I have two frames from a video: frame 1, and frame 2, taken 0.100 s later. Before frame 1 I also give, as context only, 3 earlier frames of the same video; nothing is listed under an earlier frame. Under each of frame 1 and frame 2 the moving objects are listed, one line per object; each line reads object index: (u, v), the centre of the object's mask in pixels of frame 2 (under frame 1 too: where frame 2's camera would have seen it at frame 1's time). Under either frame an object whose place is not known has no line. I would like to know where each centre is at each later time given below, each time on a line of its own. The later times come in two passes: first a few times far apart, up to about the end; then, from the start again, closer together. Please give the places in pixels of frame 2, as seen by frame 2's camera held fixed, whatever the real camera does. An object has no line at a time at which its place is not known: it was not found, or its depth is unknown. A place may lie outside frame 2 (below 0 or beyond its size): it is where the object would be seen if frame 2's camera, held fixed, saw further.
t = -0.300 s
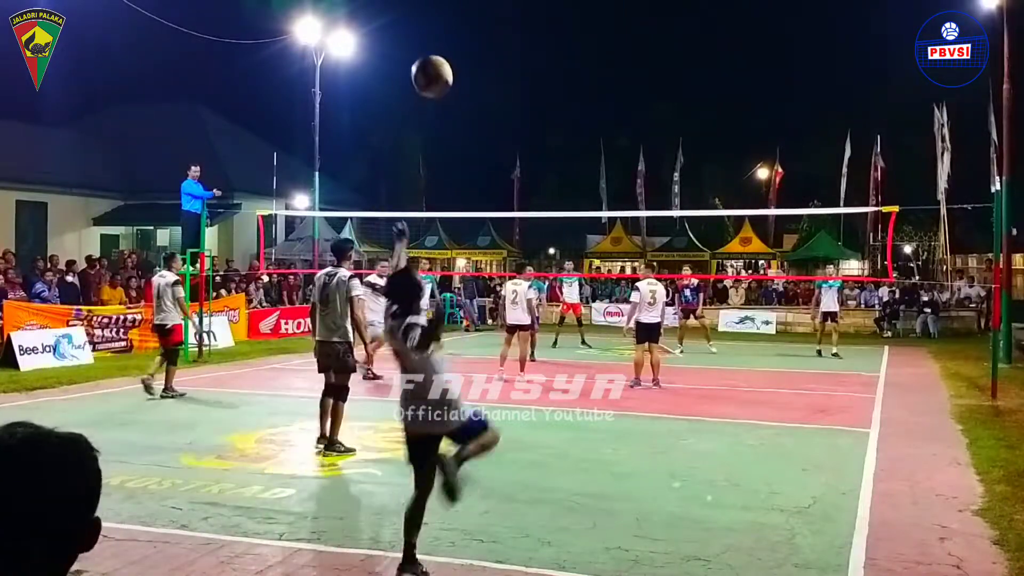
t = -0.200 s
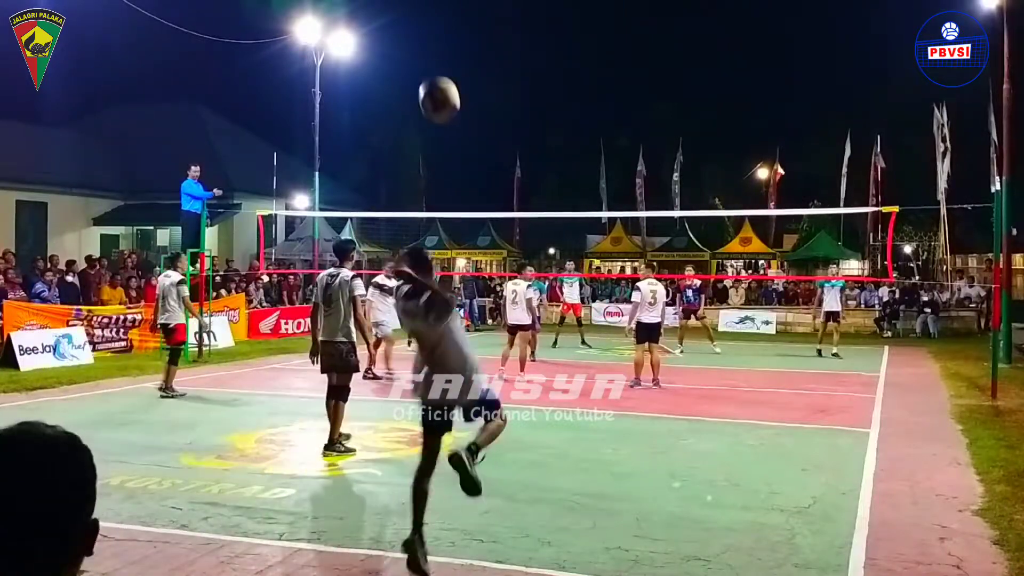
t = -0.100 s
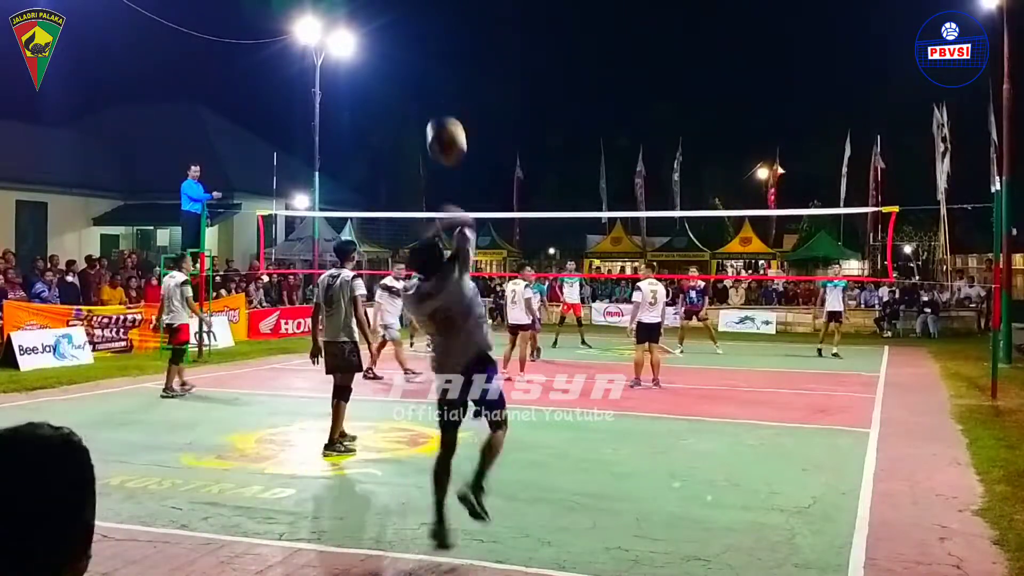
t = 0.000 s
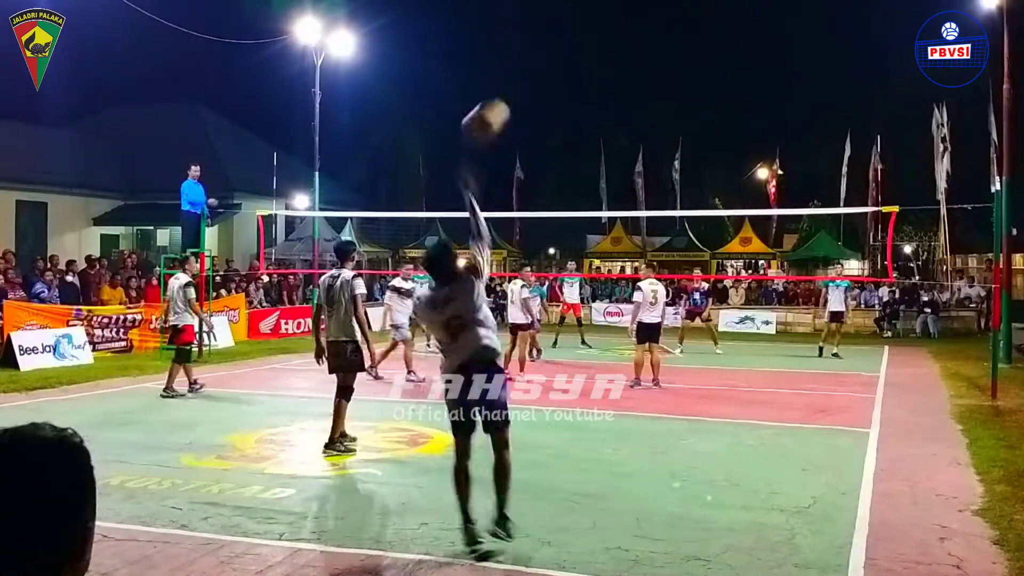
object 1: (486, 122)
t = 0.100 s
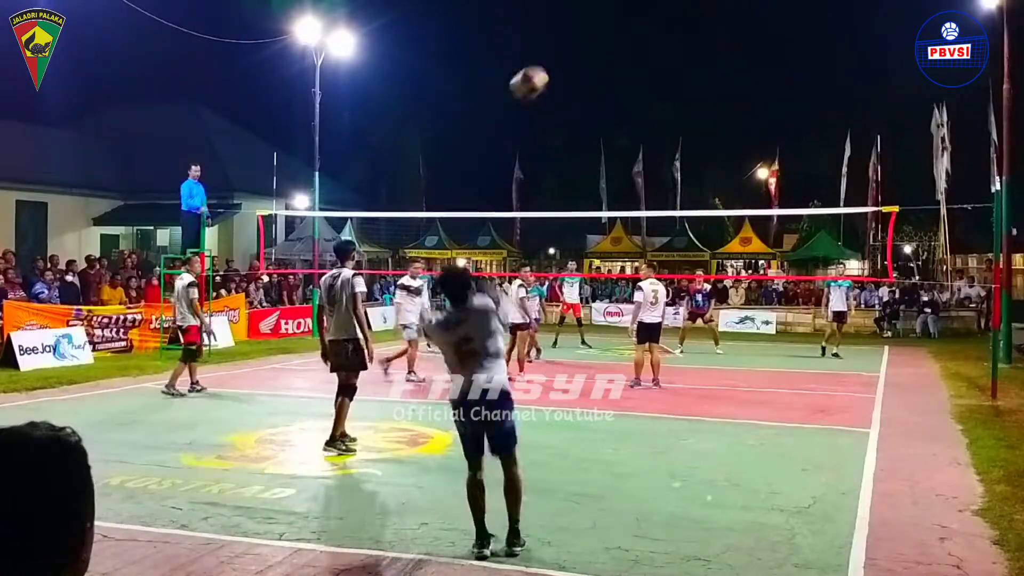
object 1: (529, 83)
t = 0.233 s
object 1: (567, 62)
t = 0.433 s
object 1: (603, 70)
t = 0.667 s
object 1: (629, 111)
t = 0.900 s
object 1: (651, 172)
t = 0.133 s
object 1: (540, 75)
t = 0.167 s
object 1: (550, 70)
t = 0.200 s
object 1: (559, 66)
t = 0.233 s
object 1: (567, 62)
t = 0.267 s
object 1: (574, 61)
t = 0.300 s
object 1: (581, 61)
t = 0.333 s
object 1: (587, 62)
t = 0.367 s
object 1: (593, 63)
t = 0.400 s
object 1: (598, 66)
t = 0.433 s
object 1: (603, 70)
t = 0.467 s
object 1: (607, 74)
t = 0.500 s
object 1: (611, 79)
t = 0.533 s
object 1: (615, 84)
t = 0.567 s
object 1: (618, 90)
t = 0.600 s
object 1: (622, 97)
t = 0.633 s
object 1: (626, 104)
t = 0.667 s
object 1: (629, 111)
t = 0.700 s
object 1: (633, 119)
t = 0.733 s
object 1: (636, 127)
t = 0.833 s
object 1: (645, 154)
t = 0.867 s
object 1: (648, 164)
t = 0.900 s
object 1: (651, 172)
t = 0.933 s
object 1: (654, 183)
